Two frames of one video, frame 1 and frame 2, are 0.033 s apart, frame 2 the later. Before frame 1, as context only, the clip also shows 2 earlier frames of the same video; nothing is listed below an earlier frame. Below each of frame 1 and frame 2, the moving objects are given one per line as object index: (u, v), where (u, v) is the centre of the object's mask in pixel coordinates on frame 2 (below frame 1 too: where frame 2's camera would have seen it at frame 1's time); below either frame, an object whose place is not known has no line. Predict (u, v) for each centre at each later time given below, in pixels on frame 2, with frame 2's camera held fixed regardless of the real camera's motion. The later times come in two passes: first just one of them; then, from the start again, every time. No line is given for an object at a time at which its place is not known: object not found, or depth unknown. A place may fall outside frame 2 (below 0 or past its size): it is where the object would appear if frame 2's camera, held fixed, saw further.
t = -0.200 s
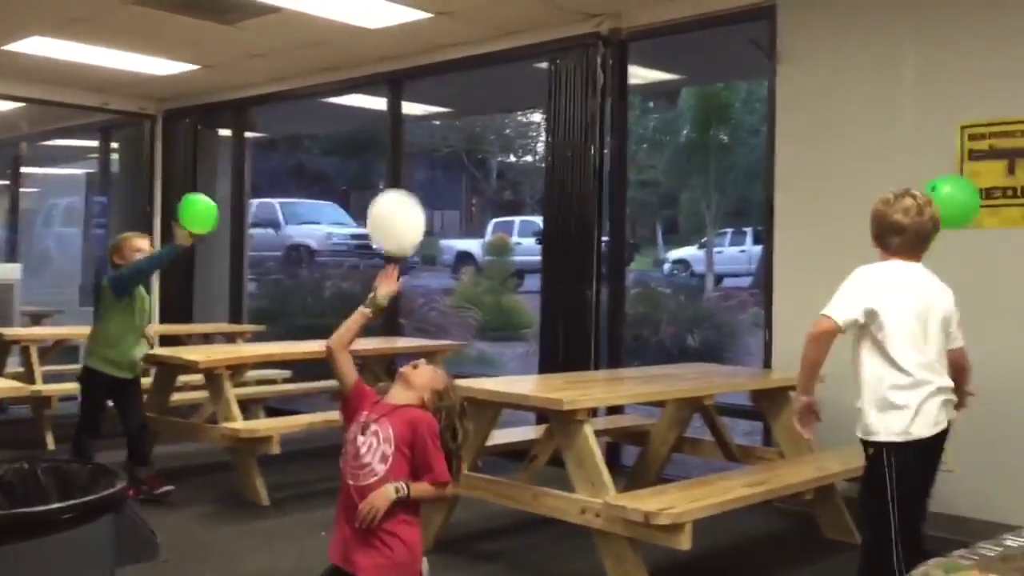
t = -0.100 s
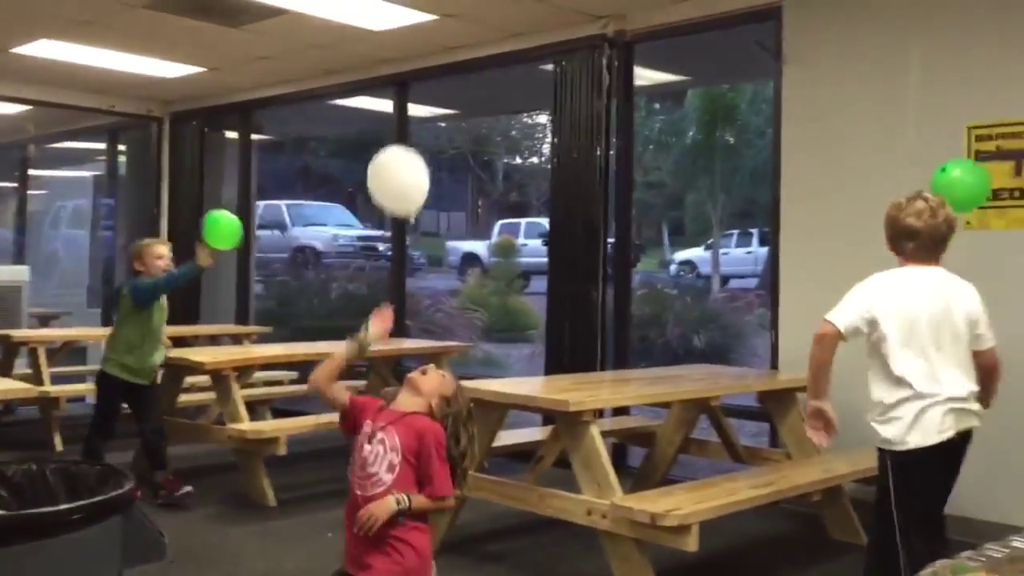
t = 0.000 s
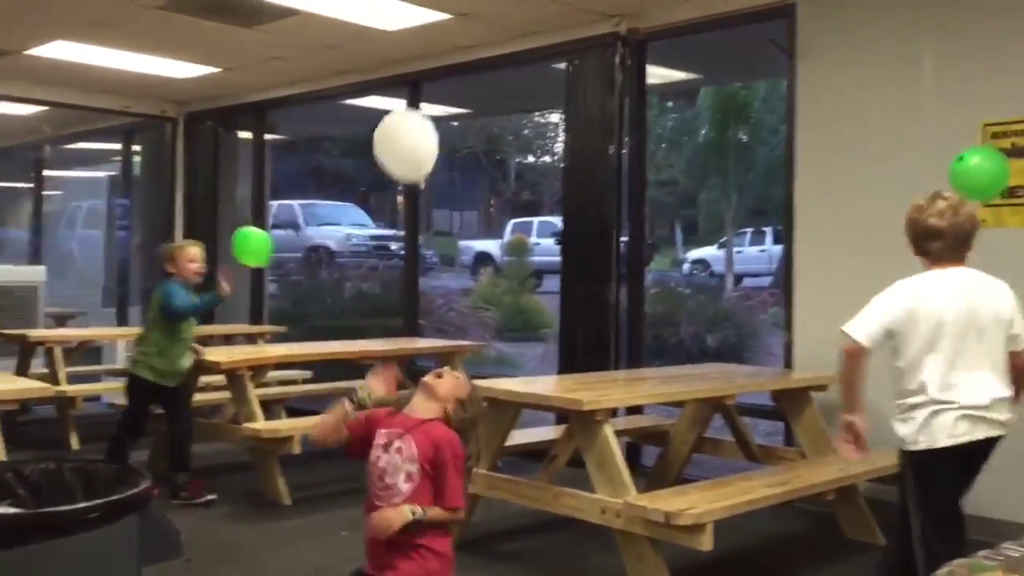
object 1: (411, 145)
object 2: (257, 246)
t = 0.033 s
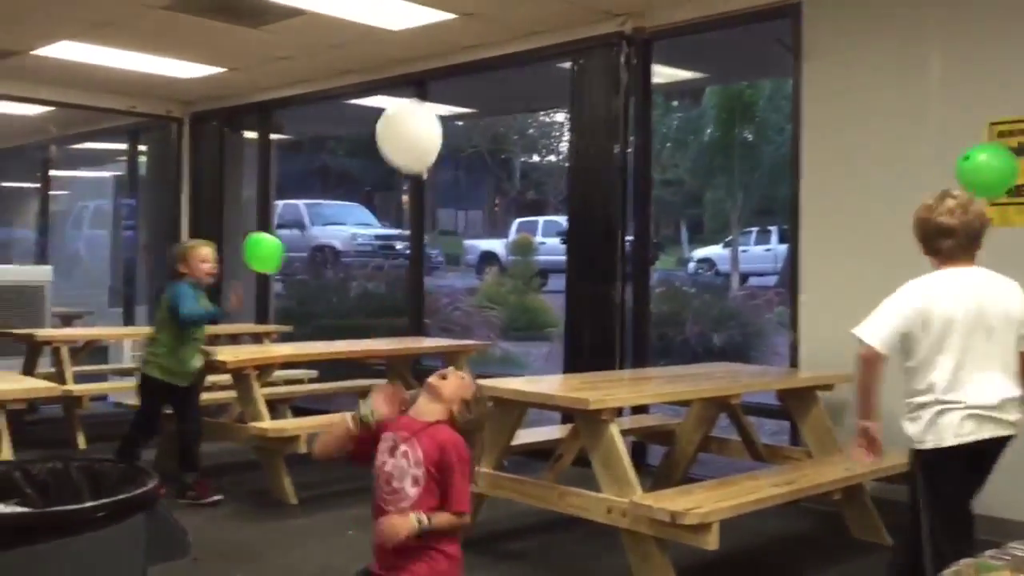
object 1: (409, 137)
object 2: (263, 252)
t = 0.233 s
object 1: (399, 105)
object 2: (292, 299)
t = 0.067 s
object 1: (408, 127)
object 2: (268, 259)
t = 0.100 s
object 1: (406, 120)
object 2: (273, 267)
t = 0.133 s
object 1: (404, 115)
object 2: (279, 274)
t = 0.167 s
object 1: (402, 110)
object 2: (283, 282)
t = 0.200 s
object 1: (401, 107)
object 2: (287, 290)
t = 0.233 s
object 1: (399, 105)
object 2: (292, 299)
